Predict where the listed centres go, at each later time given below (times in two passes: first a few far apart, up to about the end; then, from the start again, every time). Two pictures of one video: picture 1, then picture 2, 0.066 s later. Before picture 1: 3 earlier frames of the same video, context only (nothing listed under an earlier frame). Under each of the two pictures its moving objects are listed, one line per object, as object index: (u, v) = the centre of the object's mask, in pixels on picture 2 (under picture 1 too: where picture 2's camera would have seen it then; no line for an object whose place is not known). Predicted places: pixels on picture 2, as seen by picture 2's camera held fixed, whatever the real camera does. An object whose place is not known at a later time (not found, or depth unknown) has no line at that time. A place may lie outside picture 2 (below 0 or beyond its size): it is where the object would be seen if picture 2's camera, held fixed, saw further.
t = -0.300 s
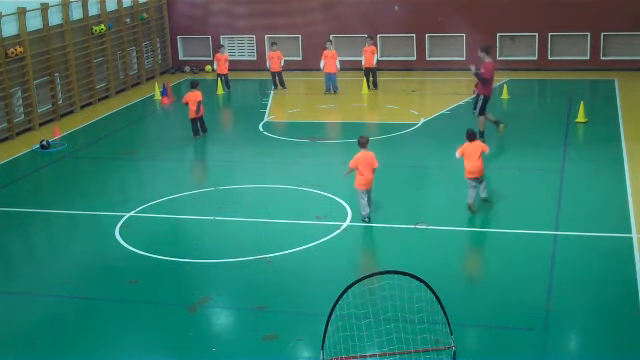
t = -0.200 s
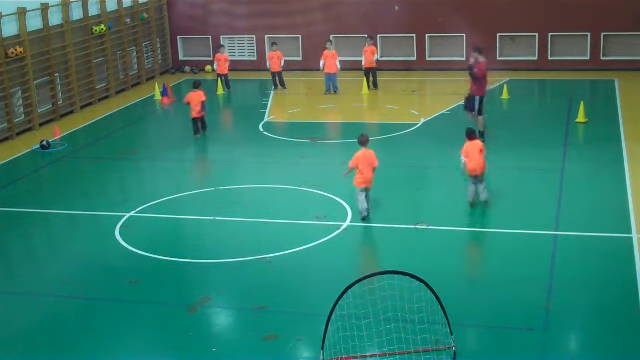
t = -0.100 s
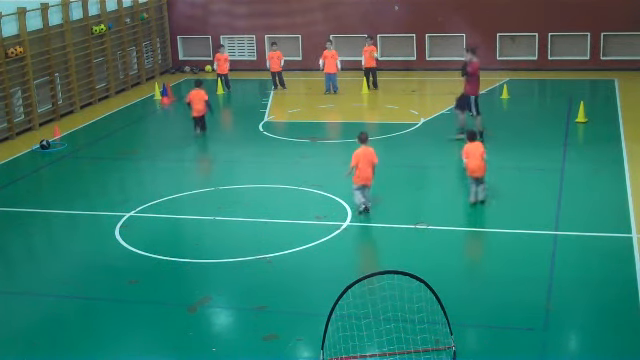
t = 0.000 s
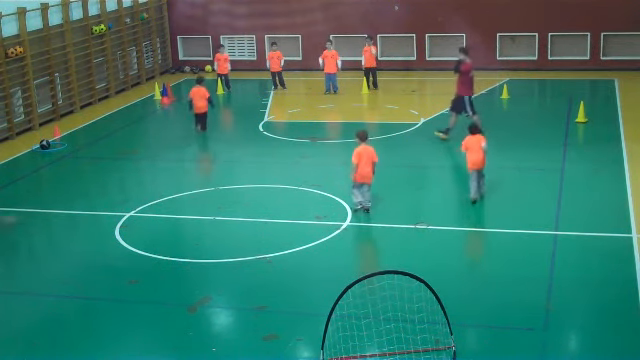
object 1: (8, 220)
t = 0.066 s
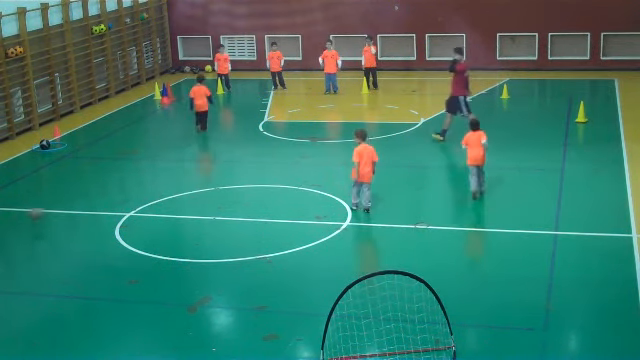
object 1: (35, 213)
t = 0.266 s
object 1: (96, 189)
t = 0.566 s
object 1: (156, 168)
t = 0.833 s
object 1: (189, 156)
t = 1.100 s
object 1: (216, 147)
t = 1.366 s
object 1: (240, 137)
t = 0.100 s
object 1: (47, 210)
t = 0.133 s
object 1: (59, 209)
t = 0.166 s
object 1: (71, 206)
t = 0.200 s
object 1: (79, 200)
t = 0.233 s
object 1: (87, 193)
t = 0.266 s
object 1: (96, 189)
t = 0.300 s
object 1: (104, 185)
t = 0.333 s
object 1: (112, 183)
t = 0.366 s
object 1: (120, 181)
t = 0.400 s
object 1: (127, 181)
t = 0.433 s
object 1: (135, 180)
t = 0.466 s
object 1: (141, 177)
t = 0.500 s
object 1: (146, 175)
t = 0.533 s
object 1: (151, 171)
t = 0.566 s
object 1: (156, 168)
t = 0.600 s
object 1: (161, 166)
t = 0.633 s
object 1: (166, 166)
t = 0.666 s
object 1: (171, 165)
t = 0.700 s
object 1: (176, 164)
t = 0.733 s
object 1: (179, 162)
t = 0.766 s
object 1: (182, 160)
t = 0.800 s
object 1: (186, 157)
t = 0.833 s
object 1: (189, 156)
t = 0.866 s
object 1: (192, 155)
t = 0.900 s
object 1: (196, 155)
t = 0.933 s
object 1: (200, 152)
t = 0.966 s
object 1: (203, 151)
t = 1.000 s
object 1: (206, 150)
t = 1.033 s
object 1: (210, 149)
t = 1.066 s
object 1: (213, 148)
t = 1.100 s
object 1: (216, 147)
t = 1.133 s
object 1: (219, 144)
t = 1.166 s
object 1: (222, 143)
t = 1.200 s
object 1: (225, 142)
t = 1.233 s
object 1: (228, 141)
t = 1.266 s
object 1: (232, 140)
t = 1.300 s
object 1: (235, 139)
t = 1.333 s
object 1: (237, 138)
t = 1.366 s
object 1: (240, 137)
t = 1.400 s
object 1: (243, 136)
